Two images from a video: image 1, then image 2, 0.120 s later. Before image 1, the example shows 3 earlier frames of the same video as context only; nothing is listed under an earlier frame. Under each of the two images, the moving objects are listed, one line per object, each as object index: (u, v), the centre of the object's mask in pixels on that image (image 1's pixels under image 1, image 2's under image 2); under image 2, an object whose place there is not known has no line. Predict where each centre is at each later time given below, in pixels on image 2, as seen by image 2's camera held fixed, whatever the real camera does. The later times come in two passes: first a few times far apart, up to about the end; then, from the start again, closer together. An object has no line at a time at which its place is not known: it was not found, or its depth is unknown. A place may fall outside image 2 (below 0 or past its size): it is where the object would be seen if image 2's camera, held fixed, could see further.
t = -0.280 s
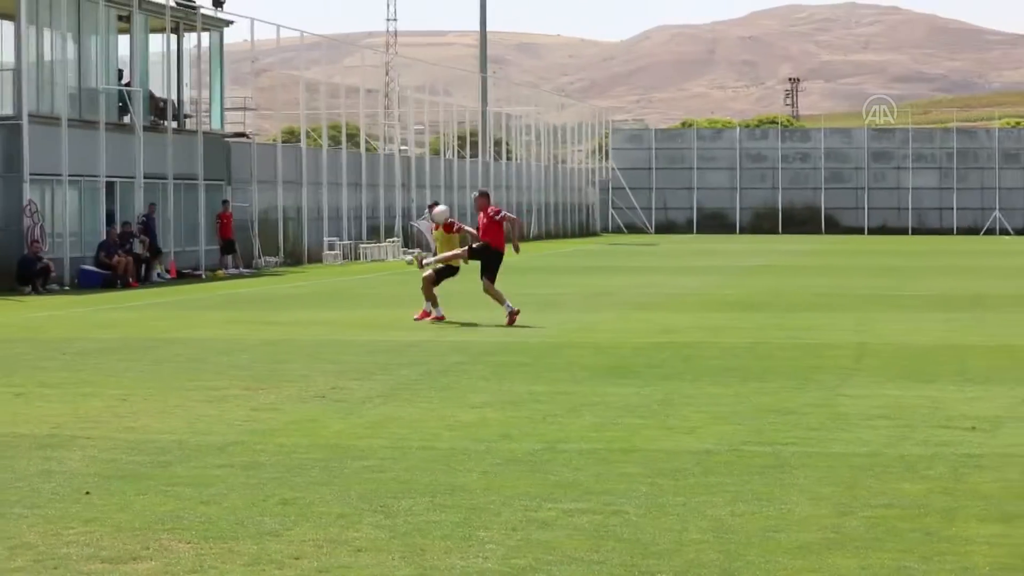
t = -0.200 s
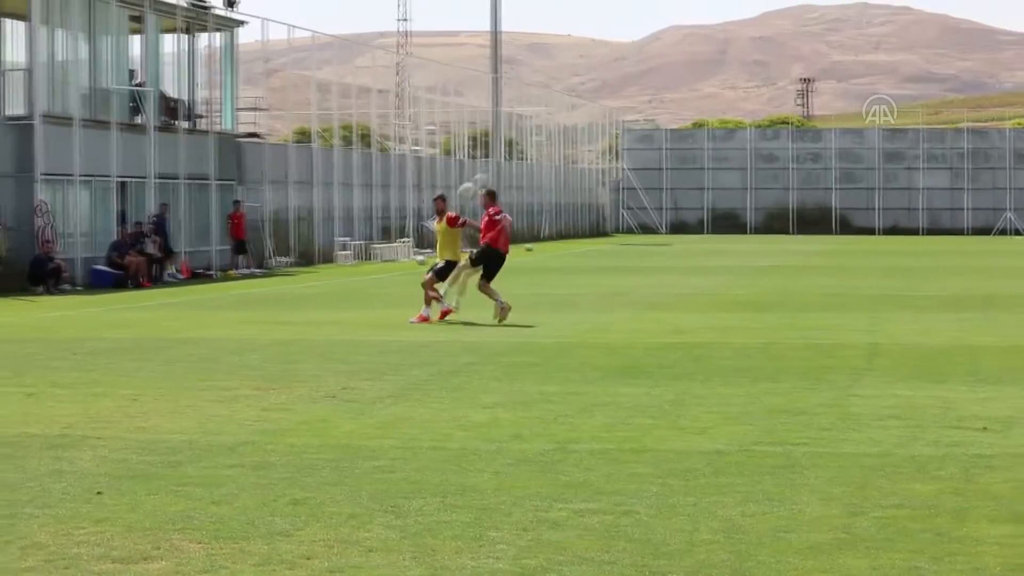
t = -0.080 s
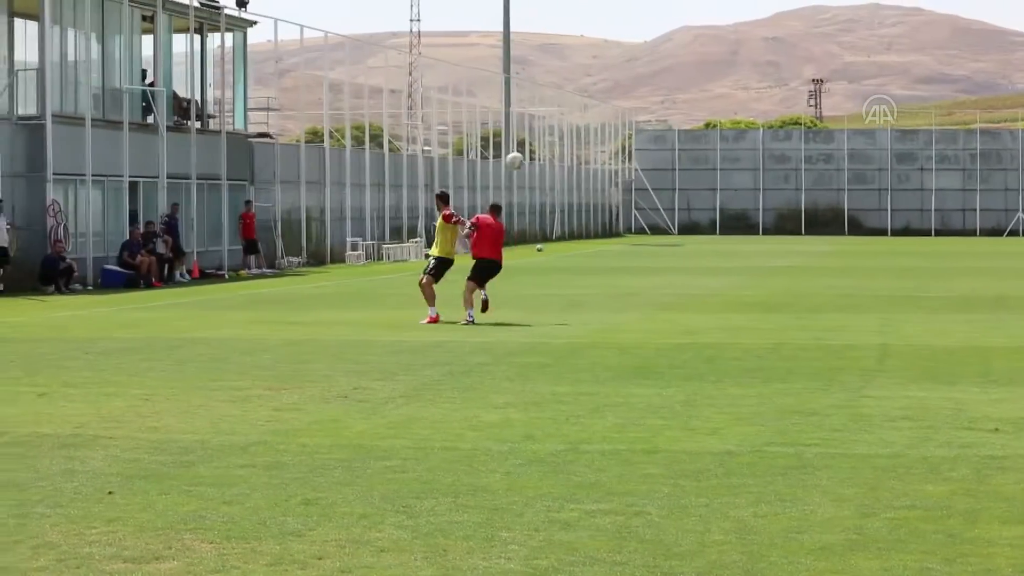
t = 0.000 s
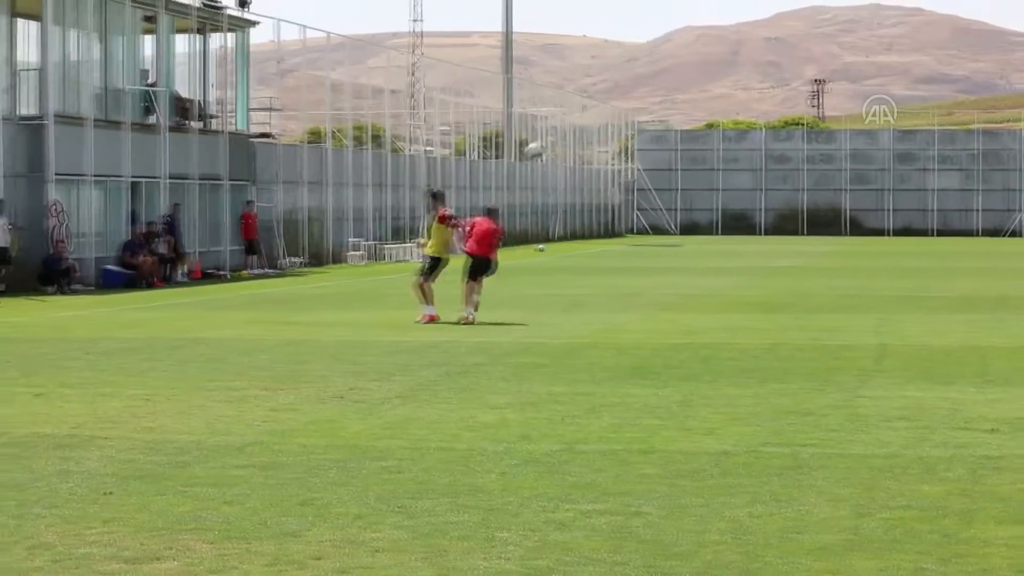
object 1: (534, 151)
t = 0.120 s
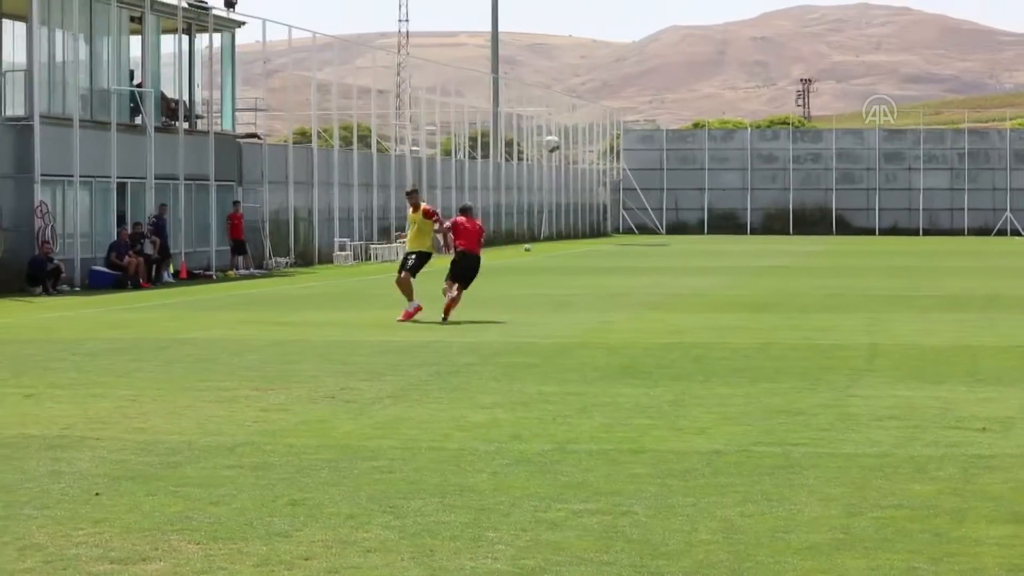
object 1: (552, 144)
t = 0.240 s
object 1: (579, 149)
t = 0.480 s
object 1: (630, 192)
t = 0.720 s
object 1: (675, 274)
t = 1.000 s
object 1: (721, 254)
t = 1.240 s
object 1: (756, 240)
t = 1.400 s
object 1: (778, 251)
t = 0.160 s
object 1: (560, 145)
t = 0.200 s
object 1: (569, 146)
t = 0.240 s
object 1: (579, 149)
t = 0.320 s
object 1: (596, 158)
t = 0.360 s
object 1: (603, 164)
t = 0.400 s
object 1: (612, 171)
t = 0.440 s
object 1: (623, 181)
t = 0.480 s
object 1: (630, 192)
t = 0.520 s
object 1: (636, 202)
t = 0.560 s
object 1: (644, 213)
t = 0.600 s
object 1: (652, 225)
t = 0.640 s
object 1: (662, 247)
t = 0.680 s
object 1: (668, 260)
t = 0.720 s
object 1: (675, 274)
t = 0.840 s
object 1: (697, 287)
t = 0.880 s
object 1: (703, 275)
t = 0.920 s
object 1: (709, 268)
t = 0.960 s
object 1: (714, 262)
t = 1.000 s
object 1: (721, 254)
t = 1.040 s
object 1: (727, 249)
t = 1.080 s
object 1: (734, 244)
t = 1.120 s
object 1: (739, 242)
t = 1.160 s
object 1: (744, 240)
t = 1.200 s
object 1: (750, 239)
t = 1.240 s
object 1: (756, 240)
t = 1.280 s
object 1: (763, 242)
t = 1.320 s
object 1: (769, 244)
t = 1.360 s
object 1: (774, 247)
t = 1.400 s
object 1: (778, 251)
